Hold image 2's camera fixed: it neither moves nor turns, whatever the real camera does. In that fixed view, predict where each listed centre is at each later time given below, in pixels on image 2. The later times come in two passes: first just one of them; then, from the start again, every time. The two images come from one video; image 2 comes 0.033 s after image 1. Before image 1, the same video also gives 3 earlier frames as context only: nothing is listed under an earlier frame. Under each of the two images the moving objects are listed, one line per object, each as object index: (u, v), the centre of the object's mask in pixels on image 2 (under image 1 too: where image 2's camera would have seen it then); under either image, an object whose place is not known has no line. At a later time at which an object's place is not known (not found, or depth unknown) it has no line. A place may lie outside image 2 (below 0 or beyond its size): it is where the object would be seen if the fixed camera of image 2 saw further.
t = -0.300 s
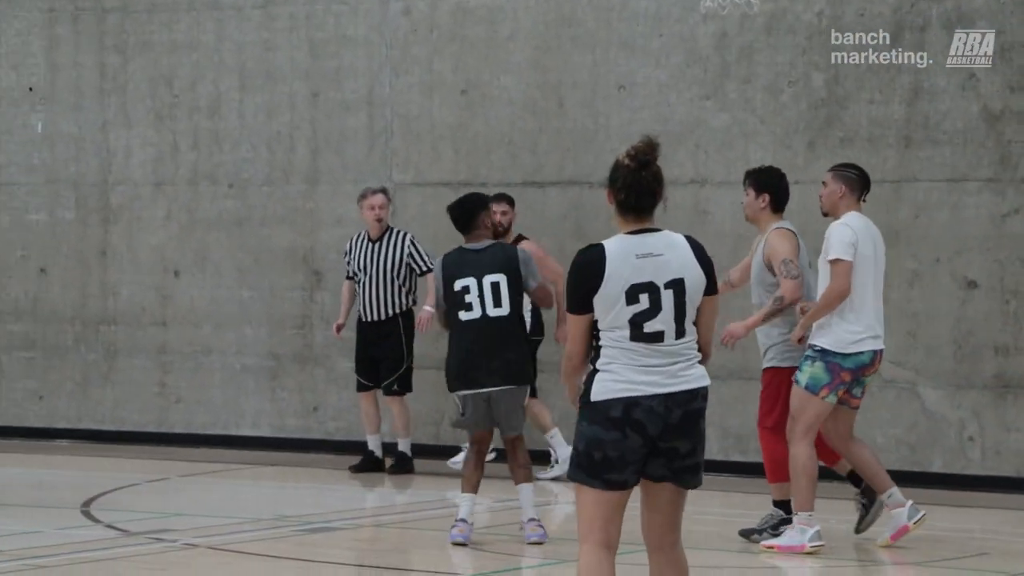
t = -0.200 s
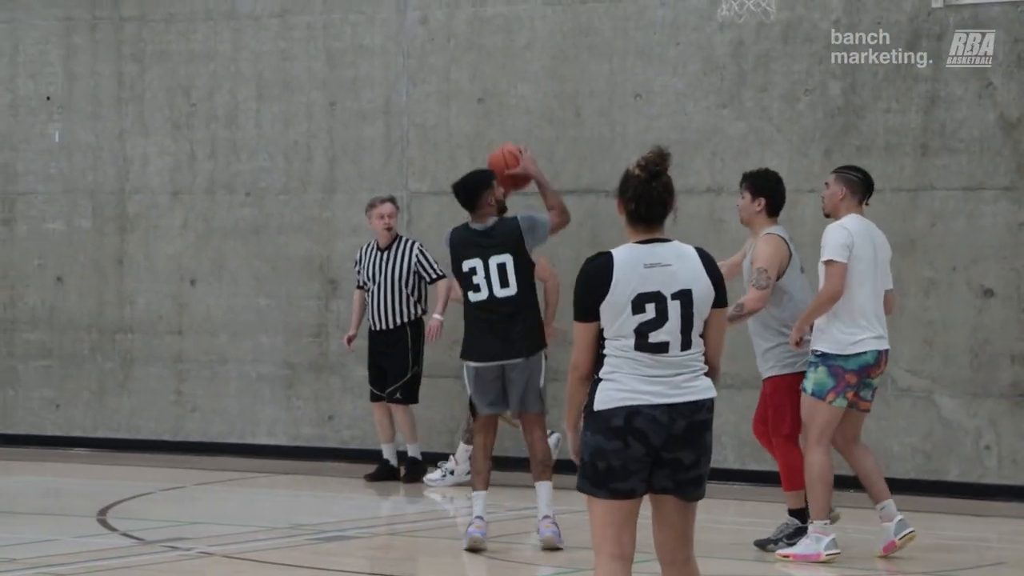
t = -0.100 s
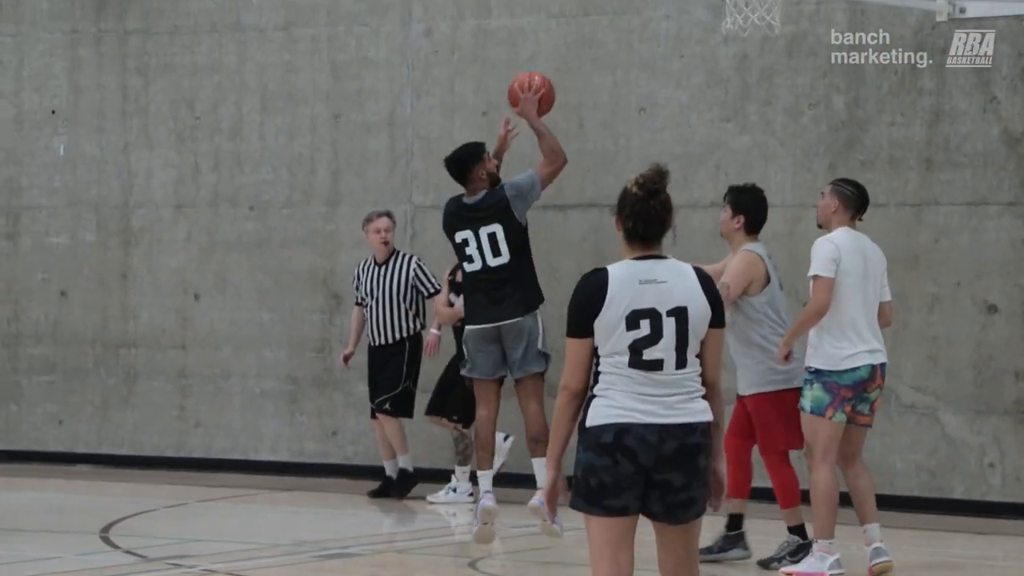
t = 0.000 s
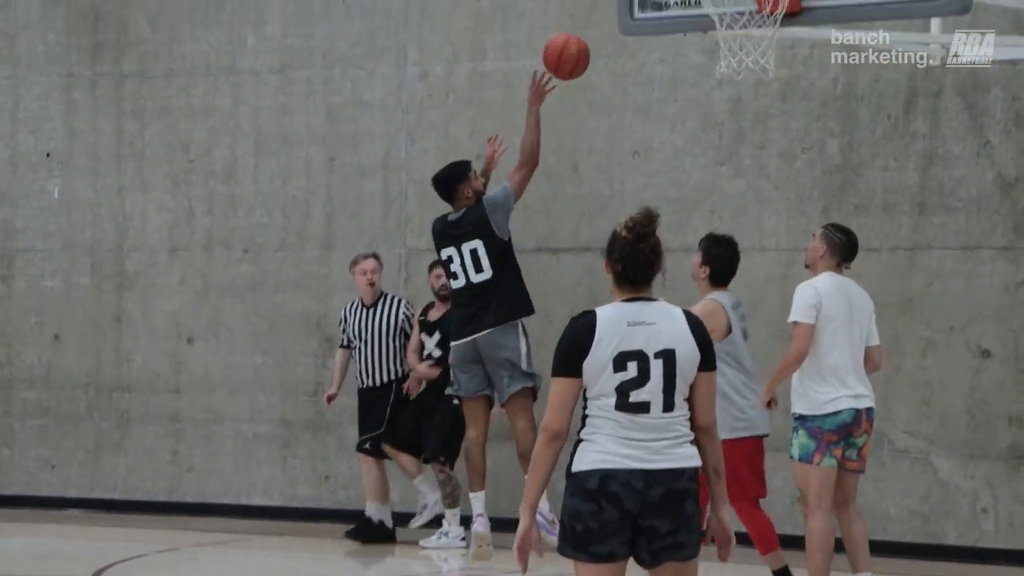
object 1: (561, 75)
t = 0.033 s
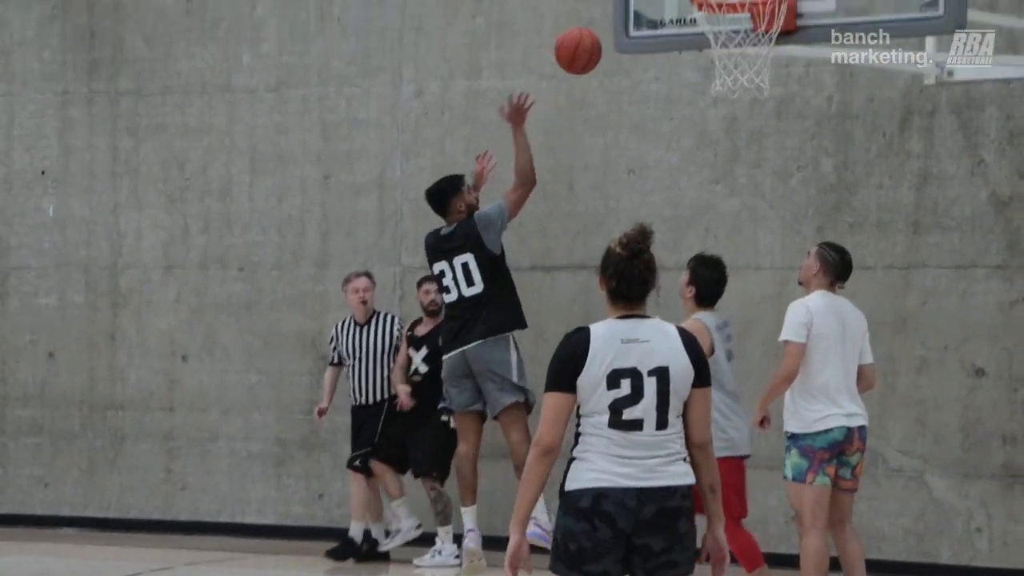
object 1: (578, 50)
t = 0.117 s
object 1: (619, 0)
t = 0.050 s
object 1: (586, 39)
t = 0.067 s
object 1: (594, 28)
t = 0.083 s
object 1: (603, 18)
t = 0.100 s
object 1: (610, 9)
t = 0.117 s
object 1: (619, 0)
